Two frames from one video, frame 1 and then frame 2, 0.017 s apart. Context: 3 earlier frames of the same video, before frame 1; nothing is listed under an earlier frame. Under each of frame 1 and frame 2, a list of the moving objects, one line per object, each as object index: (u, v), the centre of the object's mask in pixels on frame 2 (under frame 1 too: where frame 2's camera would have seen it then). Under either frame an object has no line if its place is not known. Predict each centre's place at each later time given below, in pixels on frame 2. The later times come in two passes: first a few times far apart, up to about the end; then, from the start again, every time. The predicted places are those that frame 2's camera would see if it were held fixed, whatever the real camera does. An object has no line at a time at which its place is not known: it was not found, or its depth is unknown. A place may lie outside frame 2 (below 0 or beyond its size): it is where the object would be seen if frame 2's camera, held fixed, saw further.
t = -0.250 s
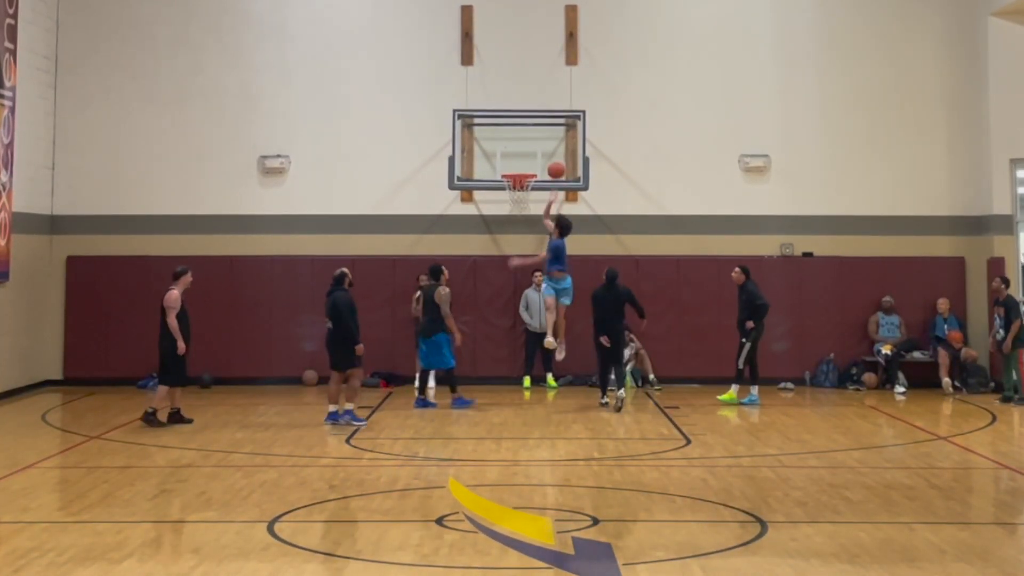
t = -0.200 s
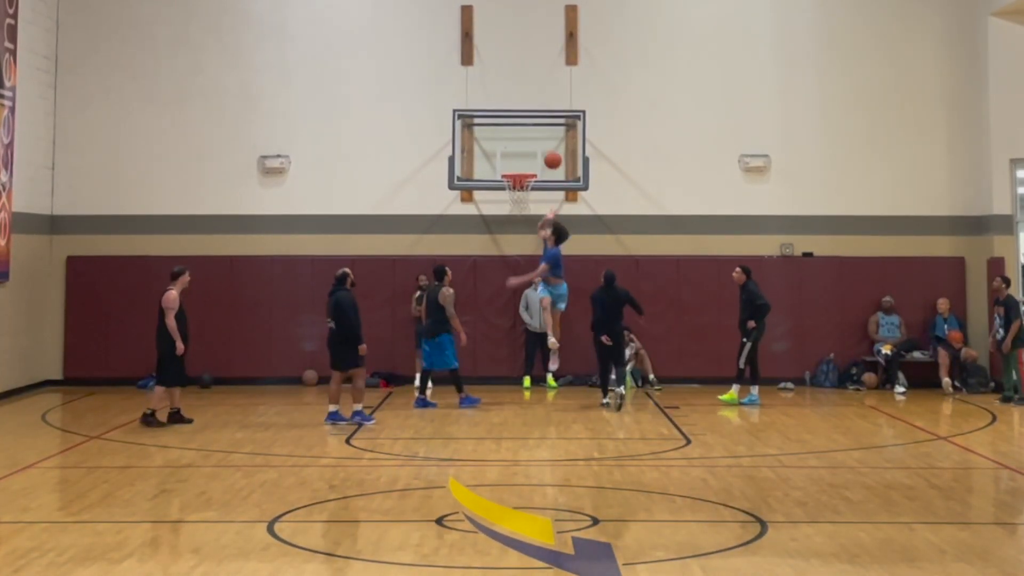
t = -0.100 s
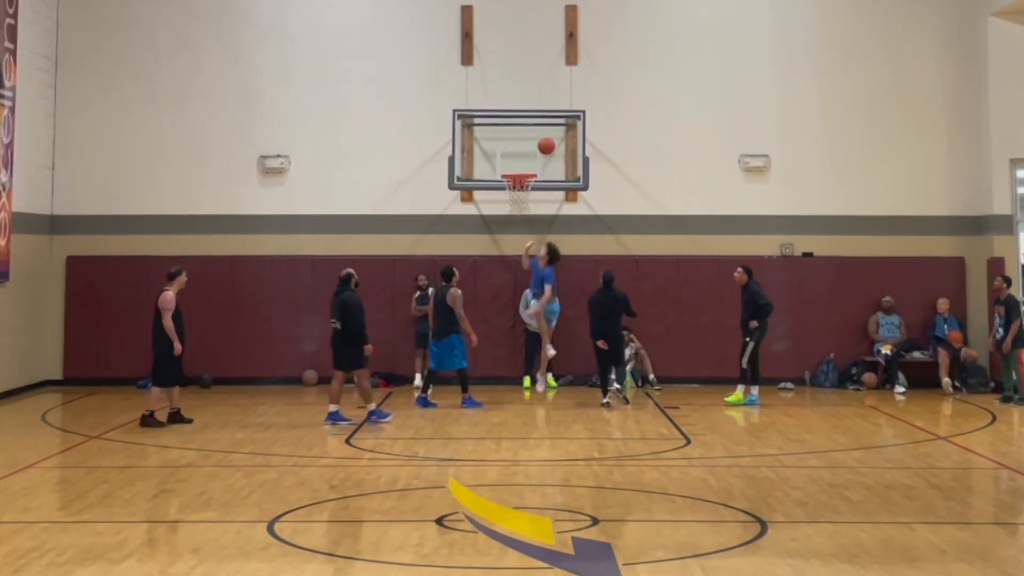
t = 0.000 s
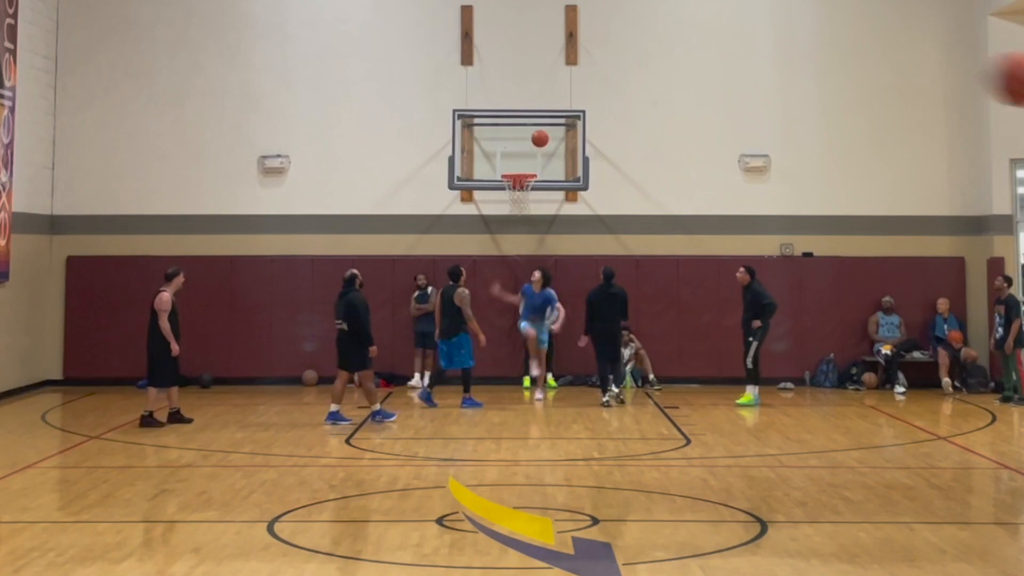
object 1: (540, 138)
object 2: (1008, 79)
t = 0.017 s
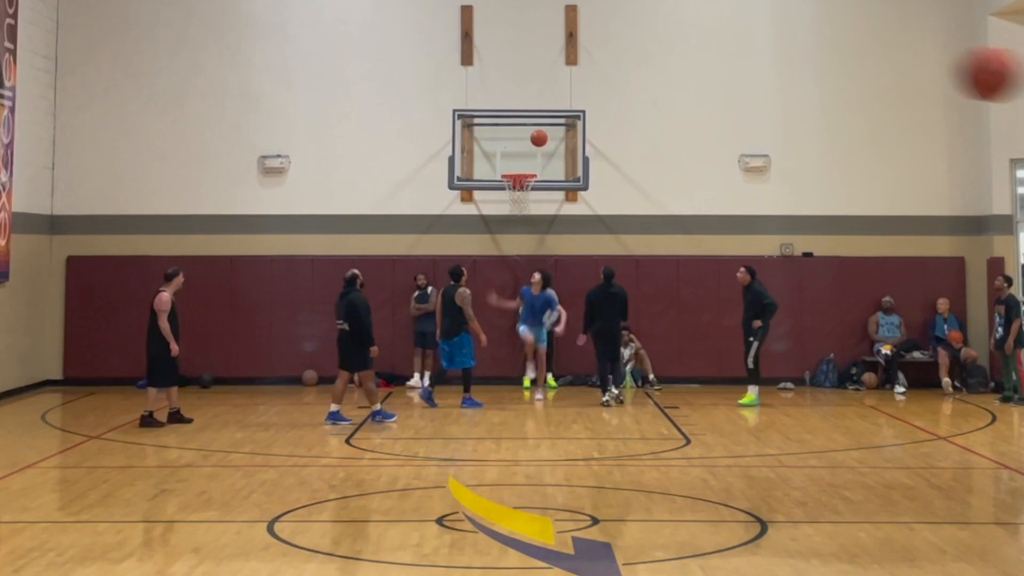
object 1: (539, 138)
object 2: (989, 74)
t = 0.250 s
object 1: (525, 150)
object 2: (598, 64)
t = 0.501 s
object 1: (518, 190)
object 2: (264, 162)
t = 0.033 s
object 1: (538, 138)
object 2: (959, 70)
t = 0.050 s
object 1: (537, 138)
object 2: (926, 65)
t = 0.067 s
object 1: (536, 138)
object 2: (897, 62)
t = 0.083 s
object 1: (535, 138)
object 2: (867, 59)
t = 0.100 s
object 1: (534, 138)
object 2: (837, 56)
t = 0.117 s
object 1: (533, 139)
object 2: (809, 55)
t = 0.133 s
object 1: (531, 140)
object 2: (781, 54)
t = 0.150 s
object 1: (530, 141)
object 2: (753, 54)
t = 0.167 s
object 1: (529, 142)
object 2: (726, 54)
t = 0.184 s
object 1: (528, 144)
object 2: (699, 55)
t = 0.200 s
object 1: (527, 145)
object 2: (672, 57)
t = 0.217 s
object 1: (526, 147)
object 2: (646, 58)
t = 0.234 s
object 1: (526, 148)
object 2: (622, 61)
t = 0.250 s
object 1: (525, 150)
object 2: (598, 64)
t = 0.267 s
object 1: (525, 151)
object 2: (572, 68)
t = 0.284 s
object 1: (524, 153)
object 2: (545, 72)
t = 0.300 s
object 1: (524, 155)
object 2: (524, 76)
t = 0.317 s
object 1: (523, 157)
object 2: (501, 80)
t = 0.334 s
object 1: (523, 159)
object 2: (478, 85)
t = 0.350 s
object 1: (523, 161)
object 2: (455, 91)
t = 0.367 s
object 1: (522, 164)
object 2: (431, 97)
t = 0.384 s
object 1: (522, 166)
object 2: (410, 104)
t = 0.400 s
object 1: (521, 168)
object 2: (389, 111)
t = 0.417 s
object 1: (521, 170)
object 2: (367, 118)
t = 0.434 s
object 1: (520, 171)
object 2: (346, 126)
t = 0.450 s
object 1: (520, 173)
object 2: (326, 135)
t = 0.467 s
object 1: (519, 183)
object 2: (305, 143)
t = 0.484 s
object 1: (519, 187)
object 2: (283, 153)
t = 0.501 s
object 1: (518, 190)
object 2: (264, 162)
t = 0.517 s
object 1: (518, 195)
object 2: (244, 171)
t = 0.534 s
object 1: (517, 200)
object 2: (224, 181)
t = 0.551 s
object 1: (517, 205)
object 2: (204, 191)
